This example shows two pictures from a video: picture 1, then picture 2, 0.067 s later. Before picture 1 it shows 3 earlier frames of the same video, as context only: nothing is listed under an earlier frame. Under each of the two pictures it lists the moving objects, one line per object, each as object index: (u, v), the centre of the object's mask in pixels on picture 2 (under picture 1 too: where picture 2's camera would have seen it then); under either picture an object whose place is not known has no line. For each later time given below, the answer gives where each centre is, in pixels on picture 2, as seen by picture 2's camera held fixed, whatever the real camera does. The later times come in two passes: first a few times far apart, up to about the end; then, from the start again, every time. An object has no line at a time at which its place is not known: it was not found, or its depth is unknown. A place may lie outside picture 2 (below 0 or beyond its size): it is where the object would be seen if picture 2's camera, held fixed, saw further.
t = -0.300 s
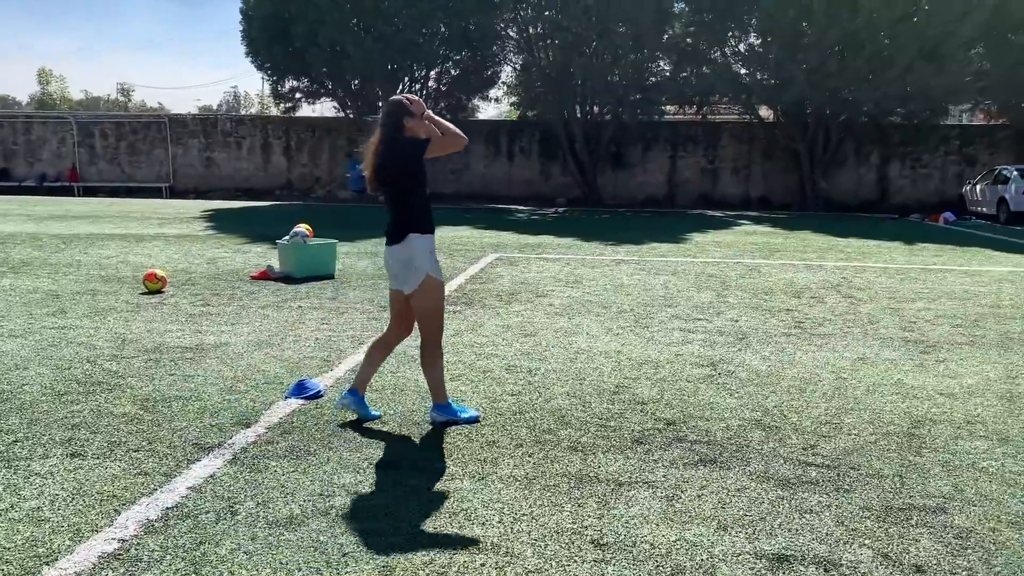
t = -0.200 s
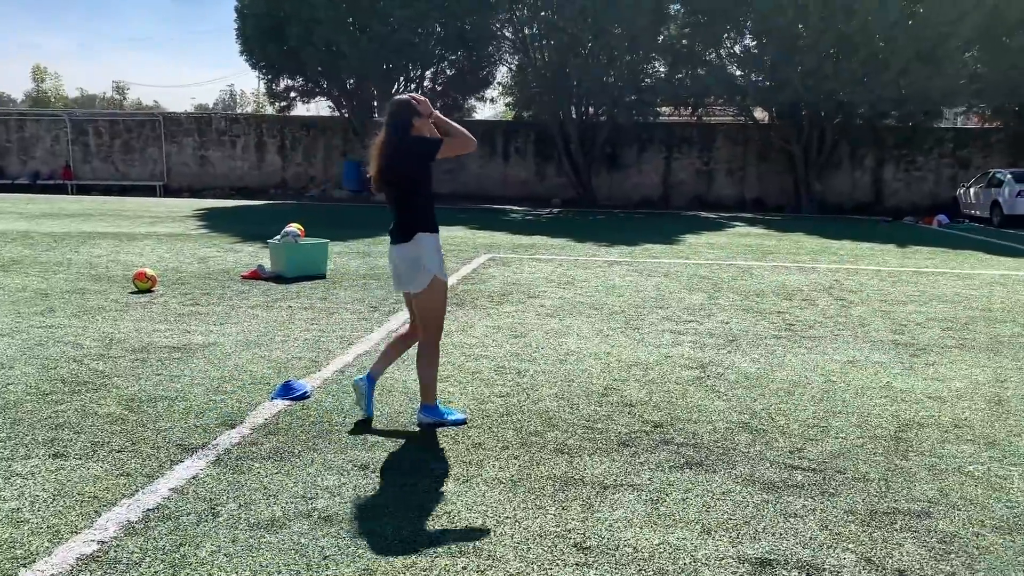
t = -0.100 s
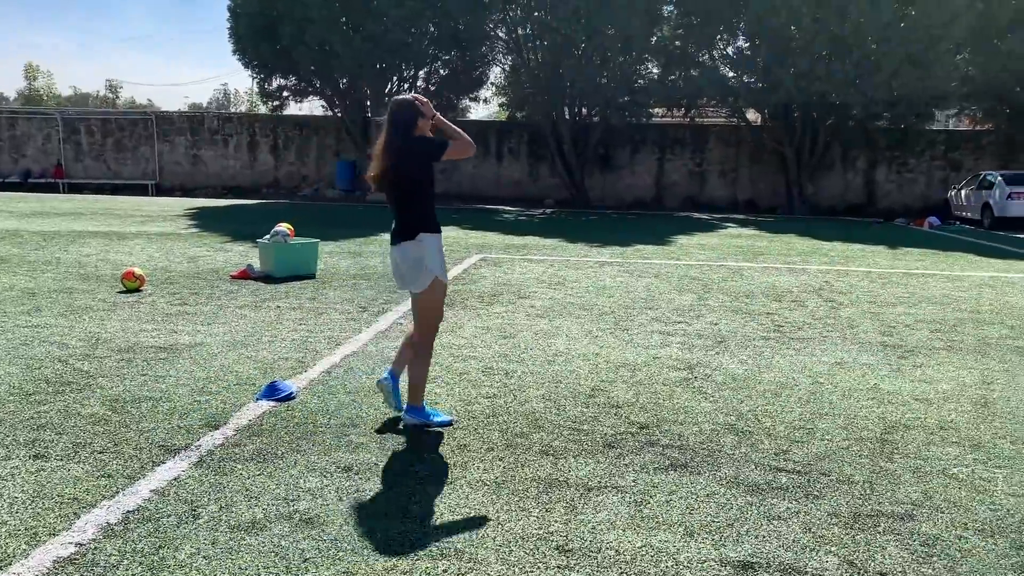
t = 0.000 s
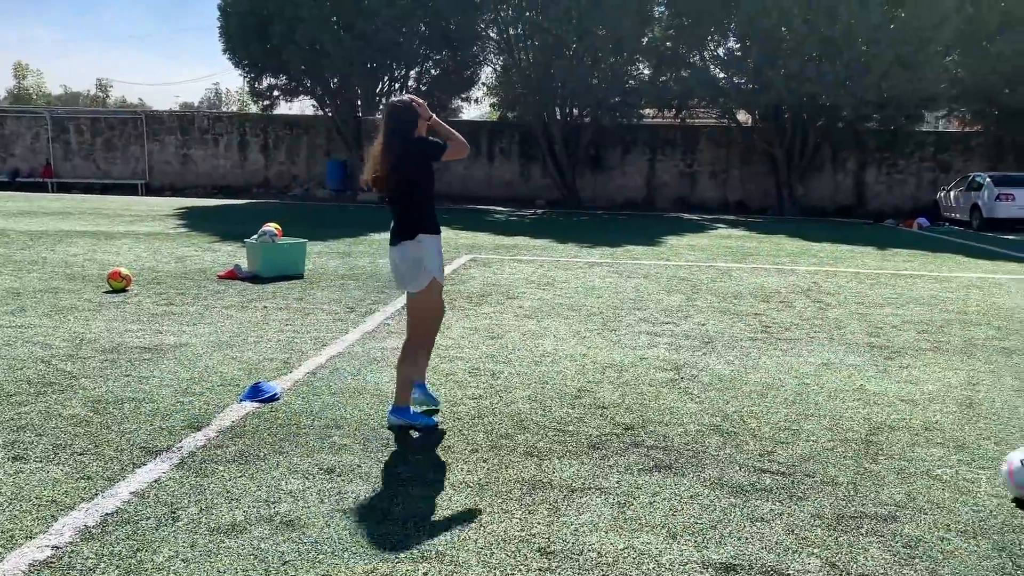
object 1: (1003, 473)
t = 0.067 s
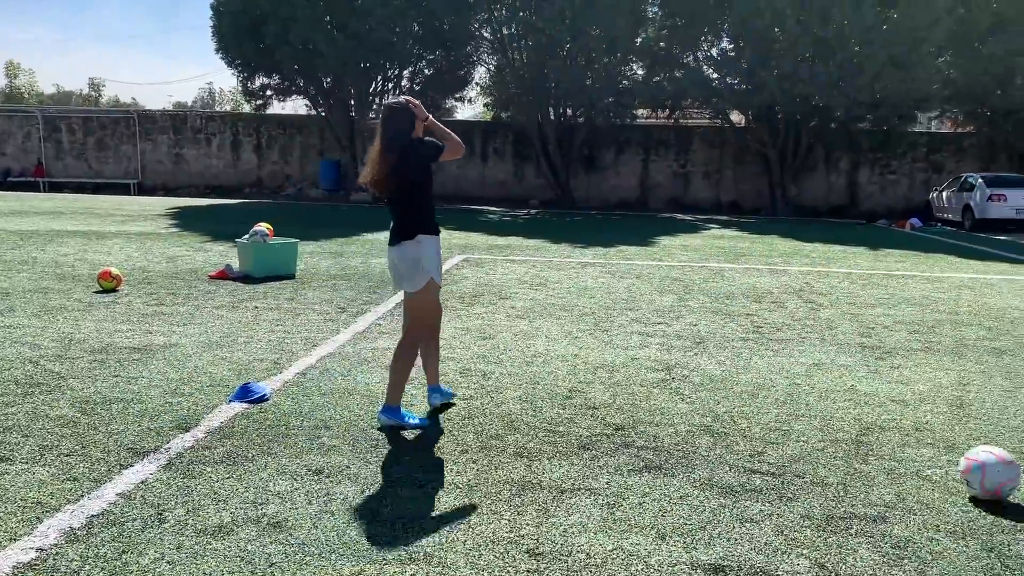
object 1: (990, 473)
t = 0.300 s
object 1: (880, 468)
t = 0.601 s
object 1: (748, 460)
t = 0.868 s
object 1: (641, 454)
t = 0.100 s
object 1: (973, 472)
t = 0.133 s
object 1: (956, 471)
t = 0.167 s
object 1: (941, 470)
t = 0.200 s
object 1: (926, 470)
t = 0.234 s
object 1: (911, 469)
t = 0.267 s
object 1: (895, 468)
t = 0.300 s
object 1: (880, 468)
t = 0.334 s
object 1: (864, 466)
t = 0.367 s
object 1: (850, 465)
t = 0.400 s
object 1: (835, 464)
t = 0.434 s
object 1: (821, 463)
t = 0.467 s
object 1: (806, 463)
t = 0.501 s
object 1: (791, 463)
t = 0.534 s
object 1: (776, 461)
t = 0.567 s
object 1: (762, 461)
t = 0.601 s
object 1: (748, 460)
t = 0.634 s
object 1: (733, 459)
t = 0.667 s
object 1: (720, 459)
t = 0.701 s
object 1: (707, 457)
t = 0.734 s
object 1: (694, 457)
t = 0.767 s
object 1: (680, 456)
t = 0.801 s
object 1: (667, 455)
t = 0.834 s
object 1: (654, 455)
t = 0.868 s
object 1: (641, 454)
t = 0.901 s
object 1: (628, 454)
